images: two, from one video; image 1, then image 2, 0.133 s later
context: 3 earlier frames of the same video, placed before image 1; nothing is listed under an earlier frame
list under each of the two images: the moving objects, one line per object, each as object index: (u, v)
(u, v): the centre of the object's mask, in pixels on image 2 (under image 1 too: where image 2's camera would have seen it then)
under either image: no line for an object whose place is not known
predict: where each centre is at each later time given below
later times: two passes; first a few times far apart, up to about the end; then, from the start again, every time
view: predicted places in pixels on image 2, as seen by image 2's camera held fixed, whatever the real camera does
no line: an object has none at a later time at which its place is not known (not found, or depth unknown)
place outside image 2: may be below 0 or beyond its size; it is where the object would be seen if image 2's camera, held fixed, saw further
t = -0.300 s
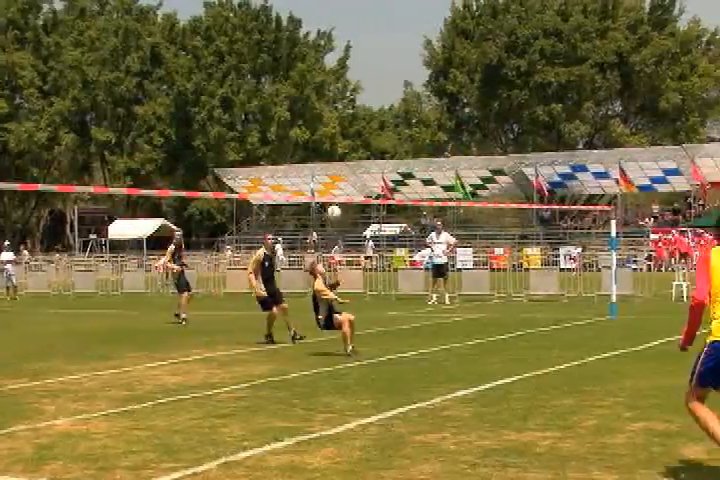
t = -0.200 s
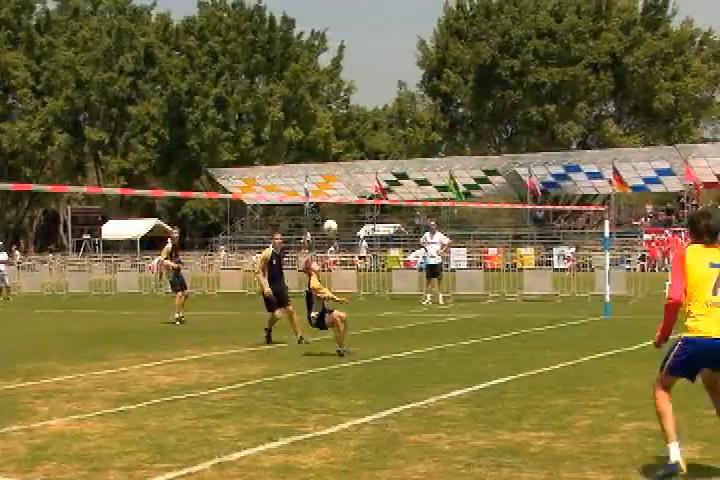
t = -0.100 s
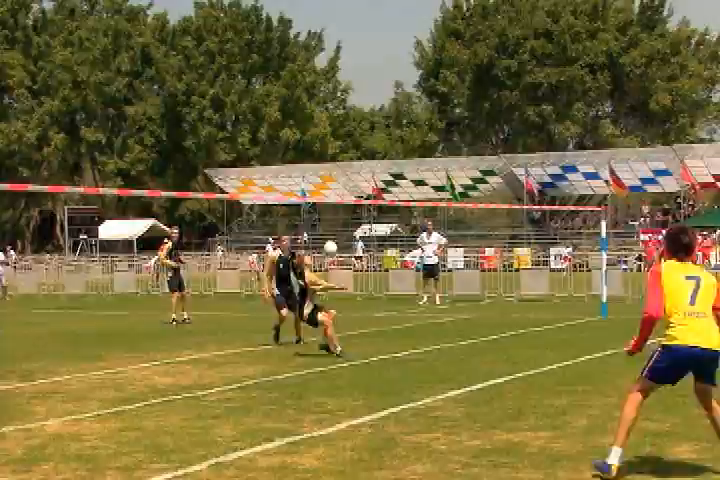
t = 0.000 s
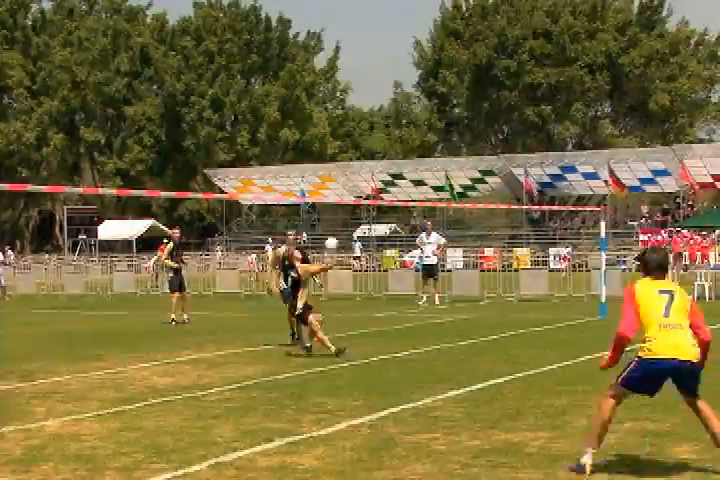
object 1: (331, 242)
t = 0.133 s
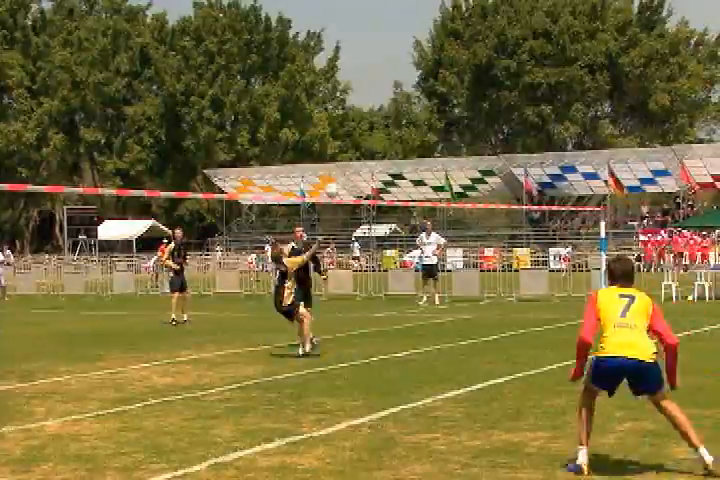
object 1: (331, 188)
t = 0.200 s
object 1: (332, 166)
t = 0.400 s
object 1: (333, 121)
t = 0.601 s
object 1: (335, 106)
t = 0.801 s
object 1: (338, 121)
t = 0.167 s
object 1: (332, 176)
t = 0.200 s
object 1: (332, 166)
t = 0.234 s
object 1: (332, 156)
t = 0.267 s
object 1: (332, 147)
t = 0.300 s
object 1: (332, 139)
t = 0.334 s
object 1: (332, 132)
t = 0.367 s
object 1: (333, 127)
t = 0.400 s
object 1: (333, 121)
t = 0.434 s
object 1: (333, 115)
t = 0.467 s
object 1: (334, 112)
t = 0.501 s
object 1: (334, 109)
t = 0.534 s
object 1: (334, 107)
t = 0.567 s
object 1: (335, 106)
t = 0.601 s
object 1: (335, 106)
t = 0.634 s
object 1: (335, 106)
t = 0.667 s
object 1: (336, 107)
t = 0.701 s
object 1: (336, 110)
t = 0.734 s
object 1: (337, 112)
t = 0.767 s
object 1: (337, 116)
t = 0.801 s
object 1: (338, 121)
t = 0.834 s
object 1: (338, 126)
